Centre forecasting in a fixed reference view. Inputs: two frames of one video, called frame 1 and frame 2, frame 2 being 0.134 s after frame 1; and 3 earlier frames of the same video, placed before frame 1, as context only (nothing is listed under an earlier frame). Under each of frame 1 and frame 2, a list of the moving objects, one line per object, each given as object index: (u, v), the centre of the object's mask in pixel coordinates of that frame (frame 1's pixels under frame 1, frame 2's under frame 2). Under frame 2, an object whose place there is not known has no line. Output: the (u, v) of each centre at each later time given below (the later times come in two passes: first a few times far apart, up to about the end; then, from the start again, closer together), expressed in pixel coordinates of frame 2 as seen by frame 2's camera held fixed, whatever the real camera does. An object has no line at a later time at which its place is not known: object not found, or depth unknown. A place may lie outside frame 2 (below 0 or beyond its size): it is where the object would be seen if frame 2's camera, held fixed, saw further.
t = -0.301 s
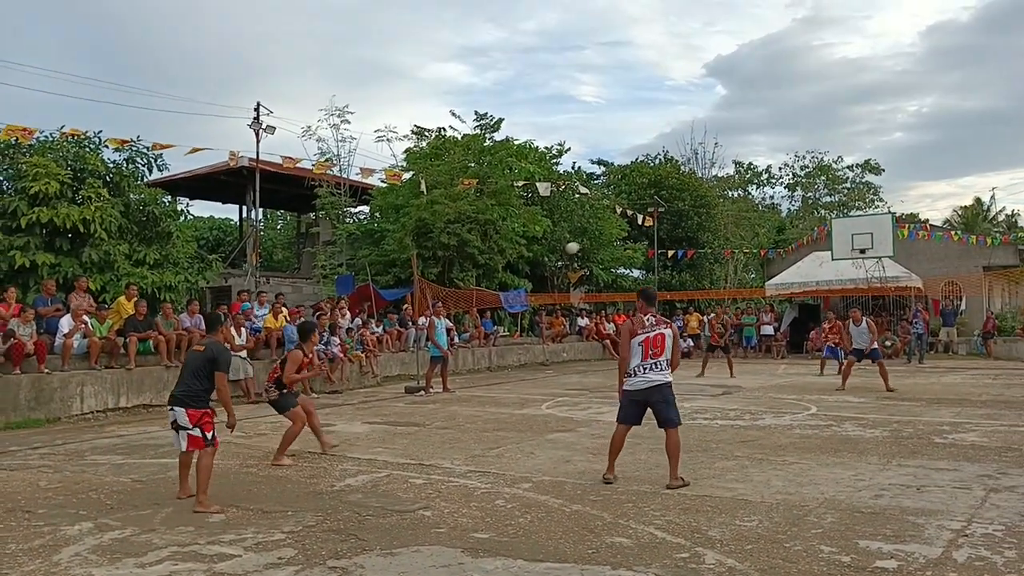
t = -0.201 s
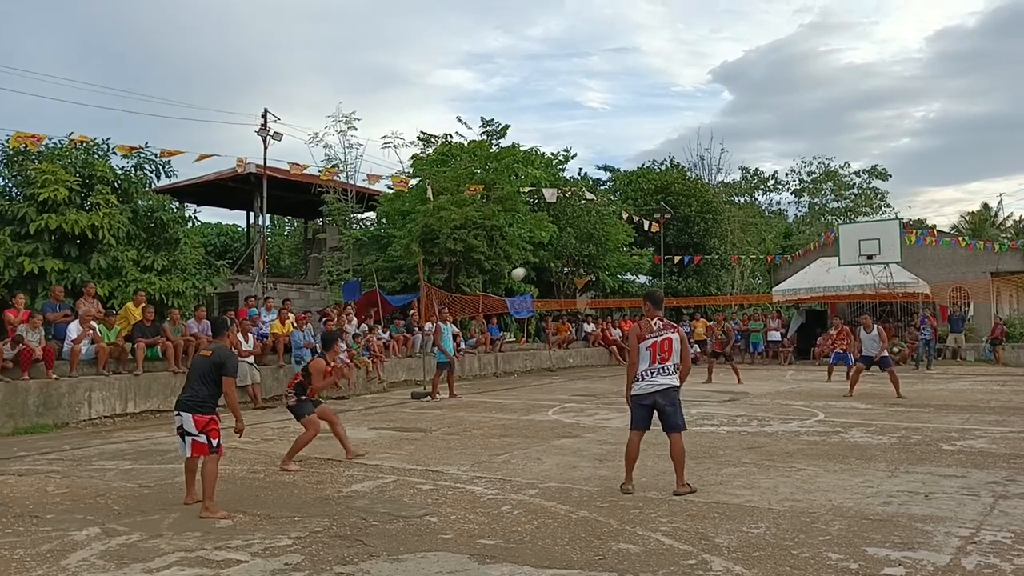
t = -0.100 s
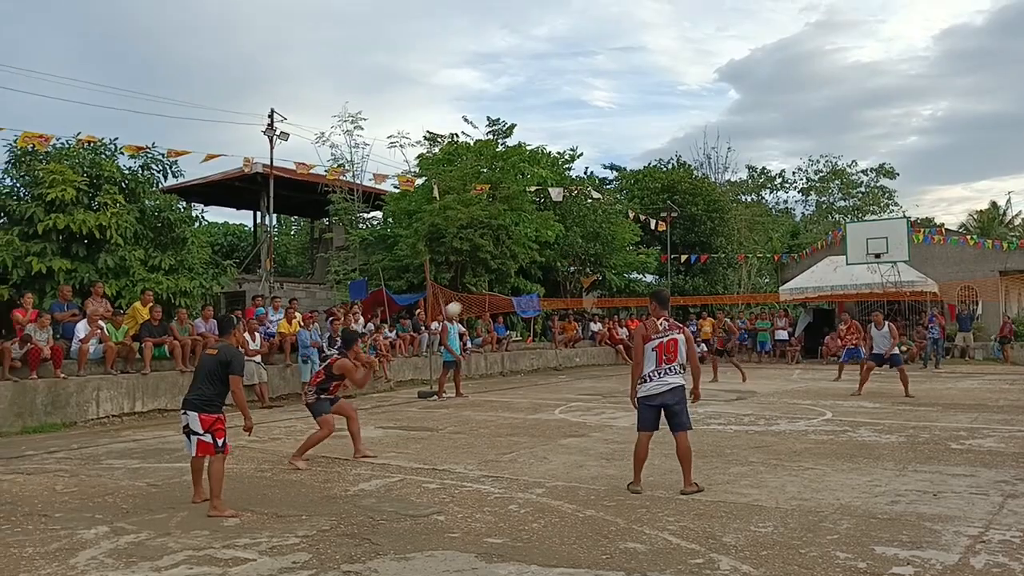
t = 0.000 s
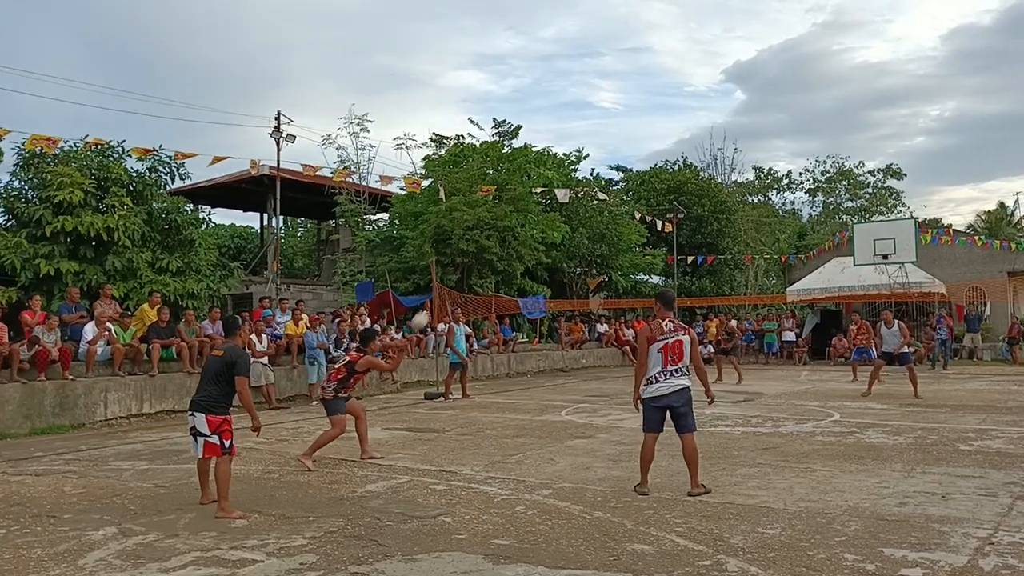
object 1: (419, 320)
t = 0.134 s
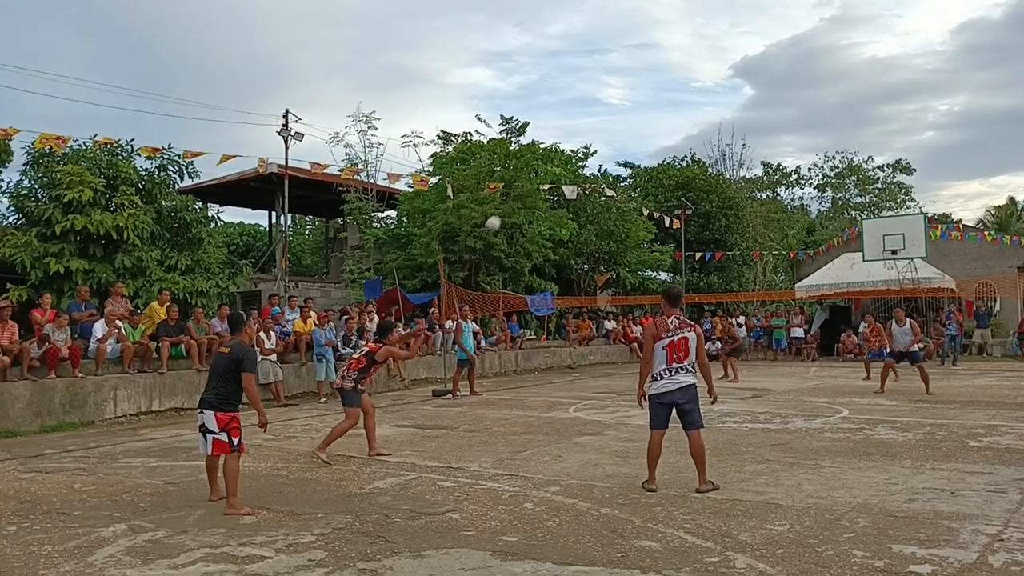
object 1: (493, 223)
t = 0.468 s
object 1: (614, 96)
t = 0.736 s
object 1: (687, 71)
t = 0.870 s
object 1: (717, 77)
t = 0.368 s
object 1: (583, 121)
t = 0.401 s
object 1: (593, 112)
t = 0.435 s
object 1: (604, 104)
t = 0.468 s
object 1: (614, 96)
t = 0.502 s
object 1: (625, 90)
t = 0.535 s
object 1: (635, 85)
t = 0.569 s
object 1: (644, 81)
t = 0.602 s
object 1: (653, 78)
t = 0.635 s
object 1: (662, 75)
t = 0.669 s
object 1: (671, 73)
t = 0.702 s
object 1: (679, 72)
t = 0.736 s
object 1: (687, 71)
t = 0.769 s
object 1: (695, 72)
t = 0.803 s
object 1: (702, 73)
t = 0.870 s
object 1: (717, 77)
